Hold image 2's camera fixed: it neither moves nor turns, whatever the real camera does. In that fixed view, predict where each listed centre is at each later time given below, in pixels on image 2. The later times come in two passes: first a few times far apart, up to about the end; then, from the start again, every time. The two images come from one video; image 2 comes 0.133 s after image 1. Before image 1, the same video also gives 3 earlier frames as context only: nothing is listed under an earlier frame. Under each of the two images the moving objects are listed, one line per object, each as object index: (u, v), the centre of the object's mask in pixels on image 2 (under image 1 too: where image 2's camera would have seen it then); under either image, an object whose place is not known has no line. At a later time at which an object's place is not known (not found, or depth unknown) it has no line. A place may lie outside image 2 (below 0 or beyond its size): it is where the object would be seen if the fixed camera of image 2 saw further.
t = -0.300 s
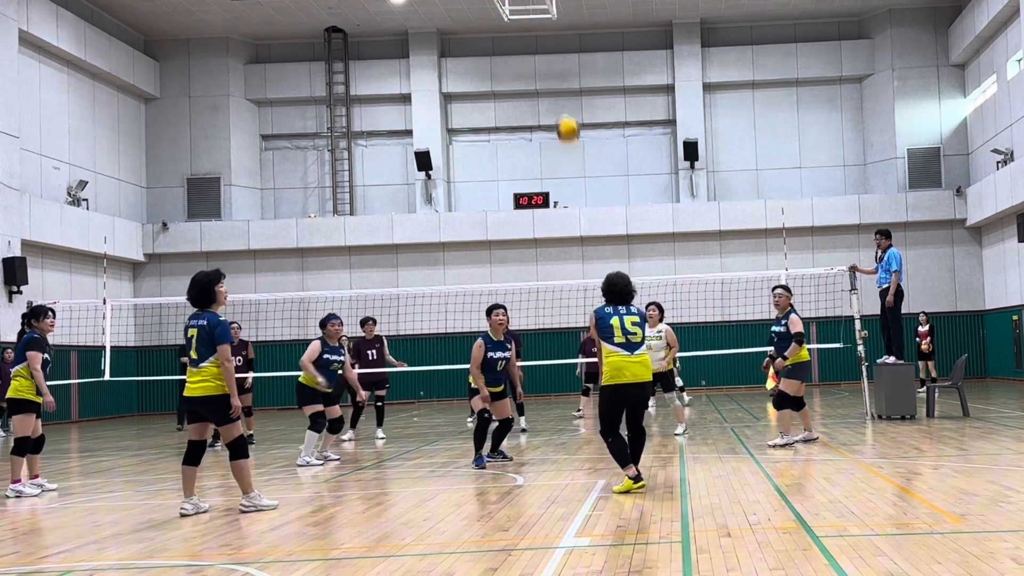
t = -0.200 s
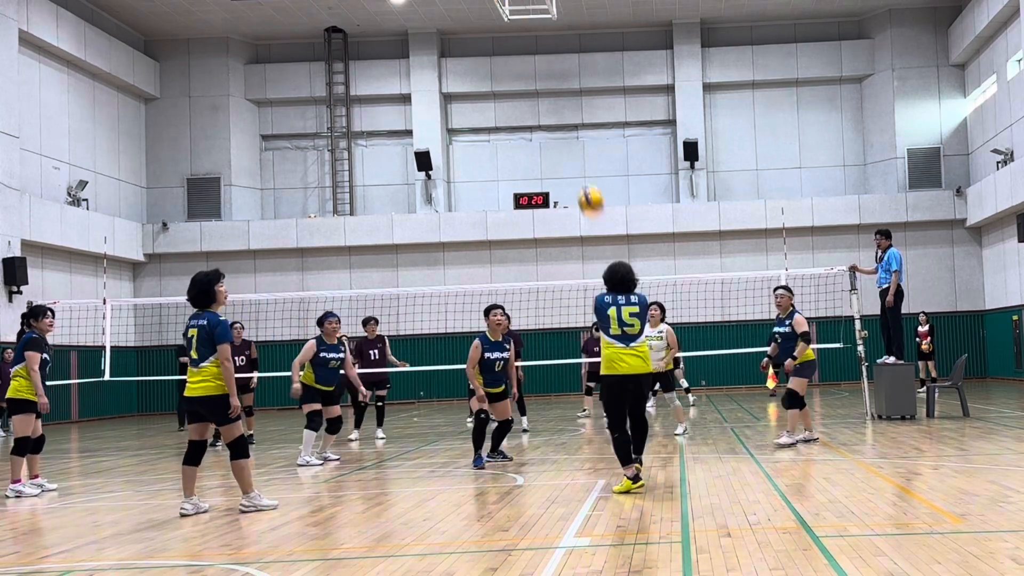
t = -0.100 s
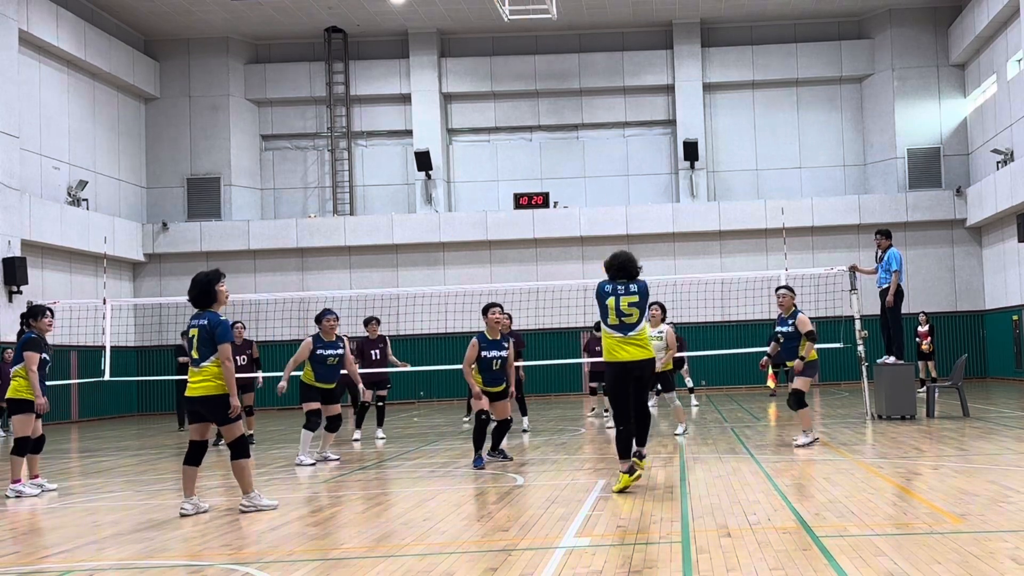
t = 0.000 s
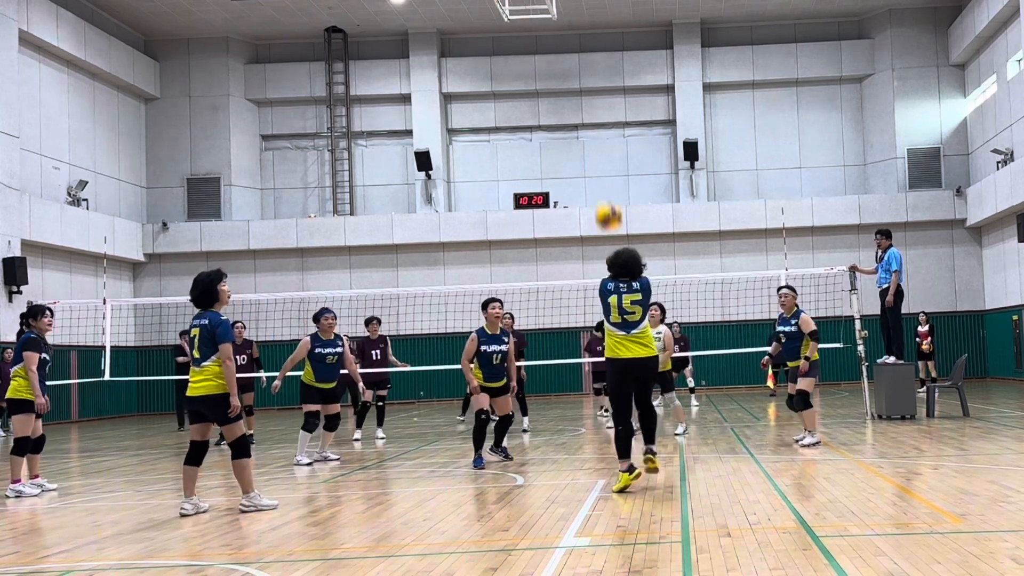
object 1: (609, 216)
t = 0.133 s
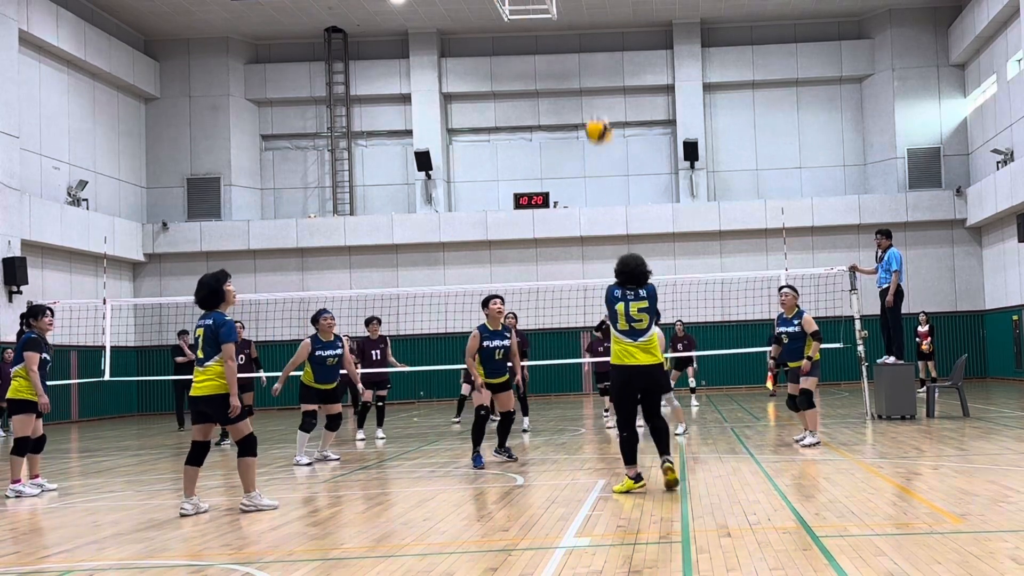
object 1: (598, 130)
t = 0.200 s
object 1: (594, 97)
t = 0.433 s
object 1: (582, 35)
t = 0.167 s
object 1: (596, 112)
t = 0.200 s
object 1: (594, 97)
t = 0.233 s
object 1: (592, 83)
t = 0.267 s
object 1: (590, 71)
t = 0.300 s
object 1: (588, 61)
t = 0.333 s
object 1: (587, 53)
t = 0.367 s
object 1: (585, 45)
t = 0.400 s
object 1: (584, 40)
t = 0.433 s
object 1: (582, 35)
